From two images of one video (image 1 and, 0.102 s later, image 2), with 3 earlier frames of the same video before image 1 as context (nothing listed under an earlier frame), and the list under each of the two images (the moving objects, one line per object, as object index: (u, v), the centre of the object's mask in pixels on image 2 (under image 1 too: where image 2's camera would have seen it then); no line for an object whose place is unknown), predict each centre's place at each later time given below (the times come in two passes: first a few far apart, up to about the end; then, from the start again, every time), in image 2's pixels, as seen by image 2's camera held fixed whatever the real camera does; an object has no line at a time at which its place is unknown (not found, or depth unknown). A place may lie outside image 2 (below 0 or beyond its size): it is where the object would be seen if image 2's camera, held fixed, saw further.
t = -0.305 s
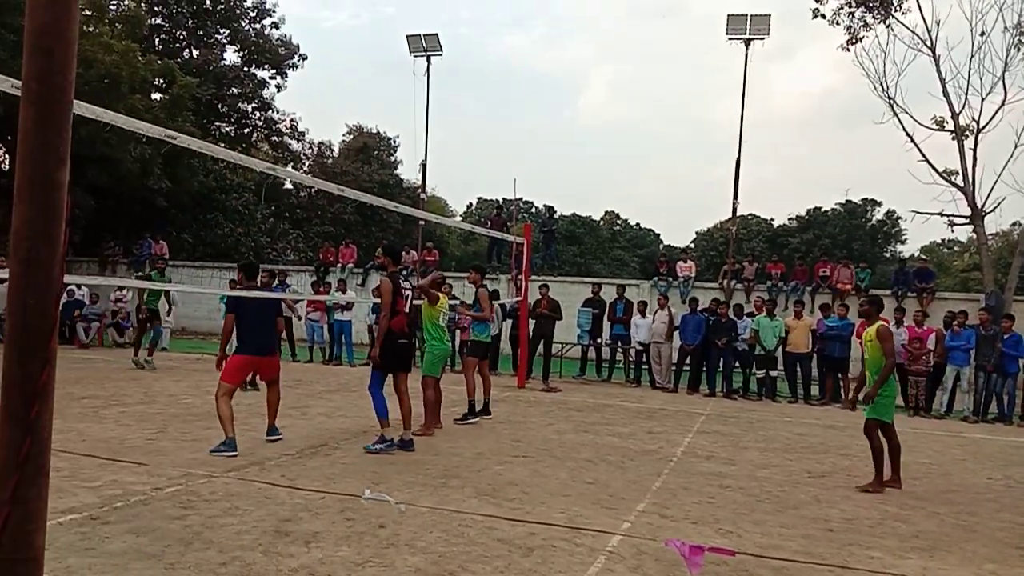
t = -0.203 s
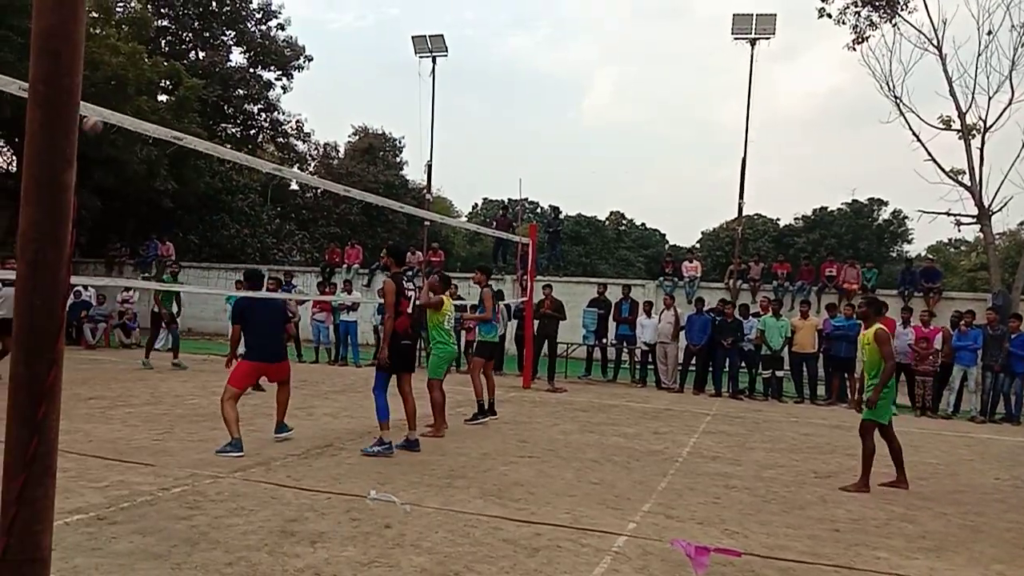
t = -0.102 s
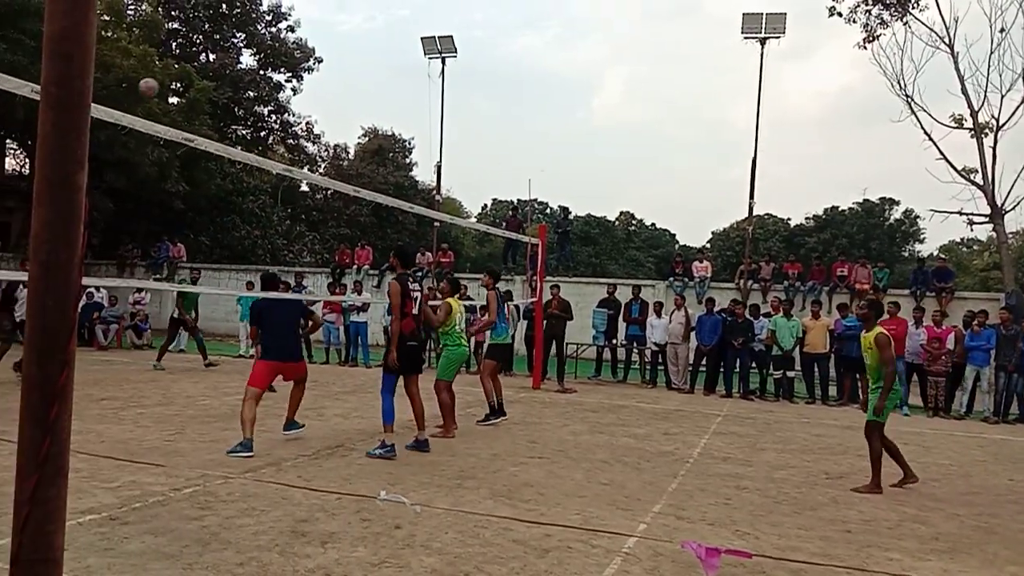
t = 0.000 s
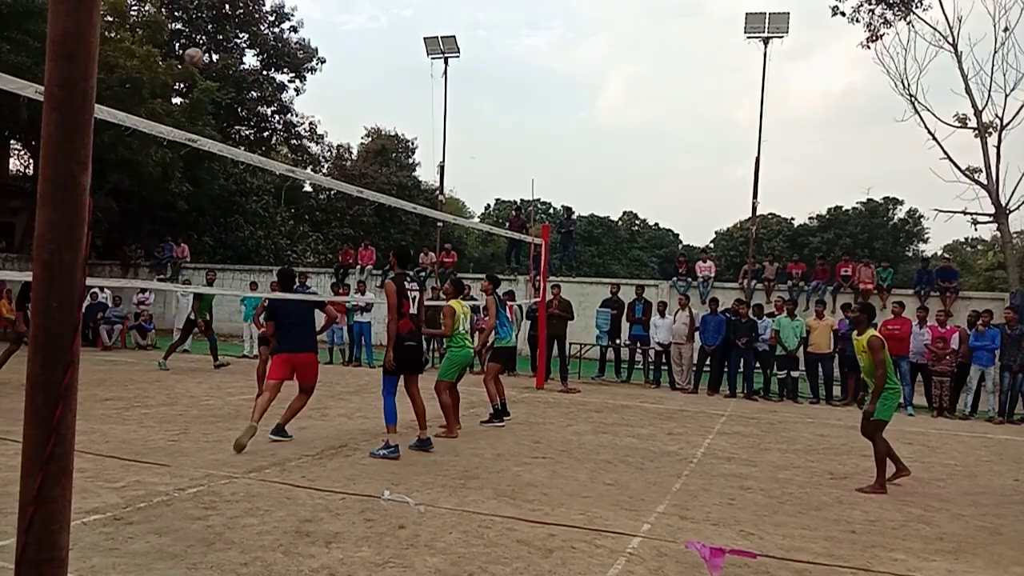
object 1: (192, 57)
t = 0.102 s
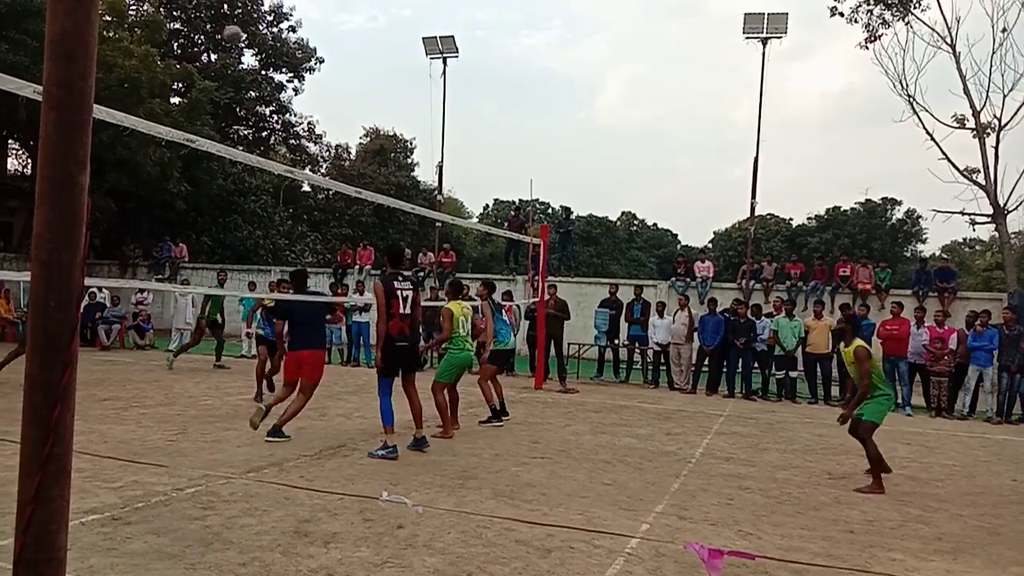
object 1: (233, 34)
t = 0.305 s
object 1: (308, 15)
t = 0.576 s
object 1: (400, 38)
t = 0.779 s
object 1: (464, 90)
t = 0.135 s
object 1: (246, 29)
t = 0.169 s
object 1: (258, 24)
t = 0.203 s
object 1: (271, 20)
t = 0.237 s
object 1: (284, 18)
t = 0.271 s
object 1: (295, 16)
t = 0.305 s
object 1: (308, 15)
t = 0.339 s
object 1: (320, 15)
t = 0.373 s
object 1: (332, 15)
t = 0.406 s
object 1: (344, 17)
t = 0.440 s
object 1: (355, 19)
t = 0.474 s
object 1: (367, 23)
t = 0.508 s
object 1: (378, 27)
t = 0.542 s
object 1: (389, 32)
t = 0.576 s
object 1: (400, 38)
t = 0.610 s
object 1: (411, 44)
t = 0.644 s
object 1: (421, 52)
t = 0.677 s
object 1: (432, 61)
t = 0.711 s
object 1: (443, 70)
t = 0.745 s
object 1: (453, 79)
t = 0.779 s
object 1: (464, 90)
